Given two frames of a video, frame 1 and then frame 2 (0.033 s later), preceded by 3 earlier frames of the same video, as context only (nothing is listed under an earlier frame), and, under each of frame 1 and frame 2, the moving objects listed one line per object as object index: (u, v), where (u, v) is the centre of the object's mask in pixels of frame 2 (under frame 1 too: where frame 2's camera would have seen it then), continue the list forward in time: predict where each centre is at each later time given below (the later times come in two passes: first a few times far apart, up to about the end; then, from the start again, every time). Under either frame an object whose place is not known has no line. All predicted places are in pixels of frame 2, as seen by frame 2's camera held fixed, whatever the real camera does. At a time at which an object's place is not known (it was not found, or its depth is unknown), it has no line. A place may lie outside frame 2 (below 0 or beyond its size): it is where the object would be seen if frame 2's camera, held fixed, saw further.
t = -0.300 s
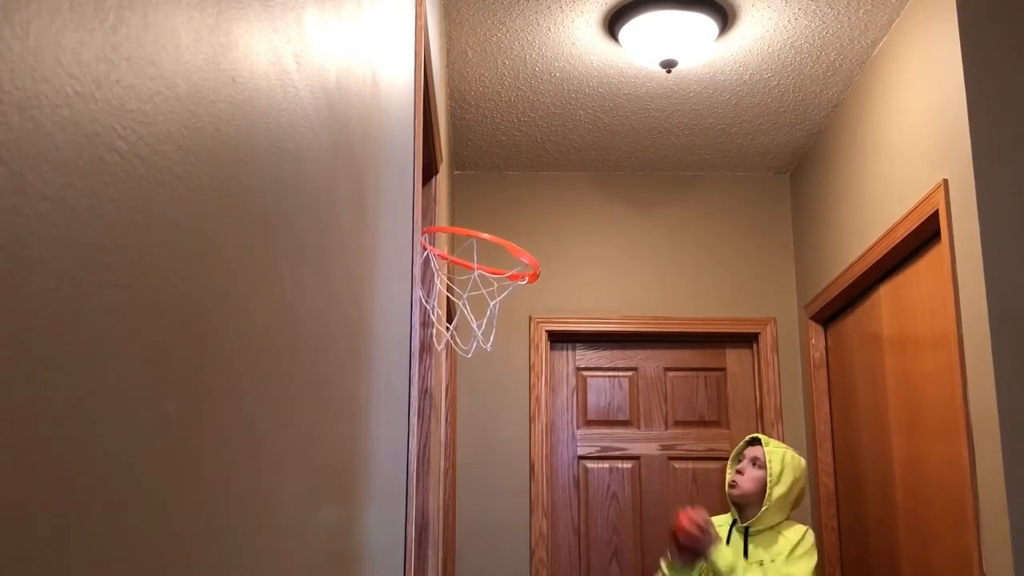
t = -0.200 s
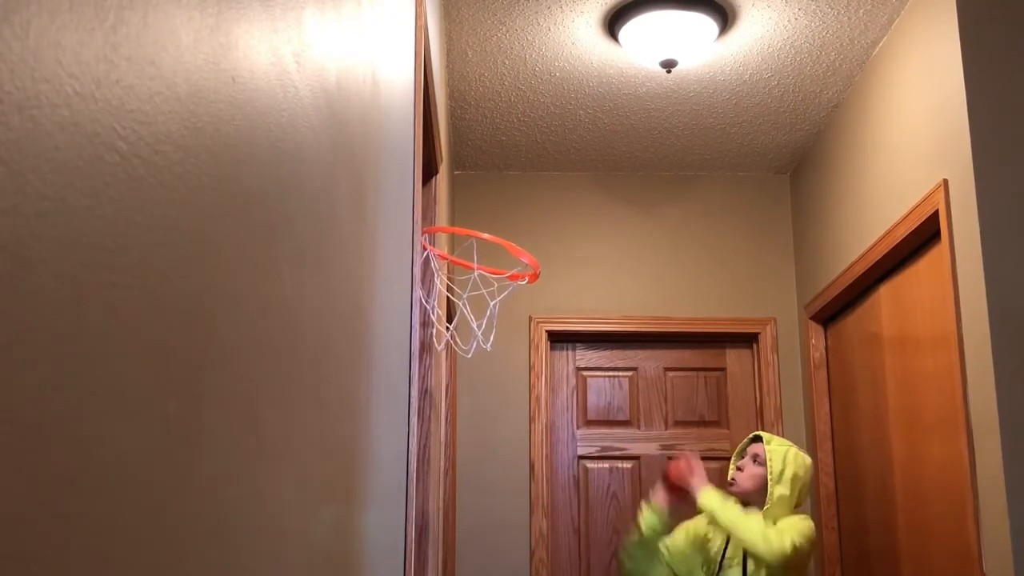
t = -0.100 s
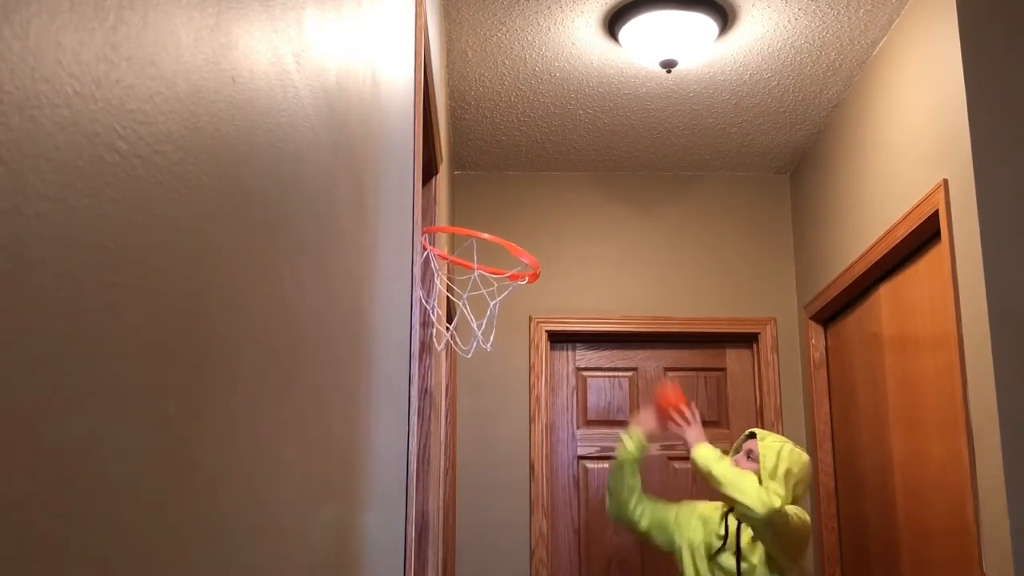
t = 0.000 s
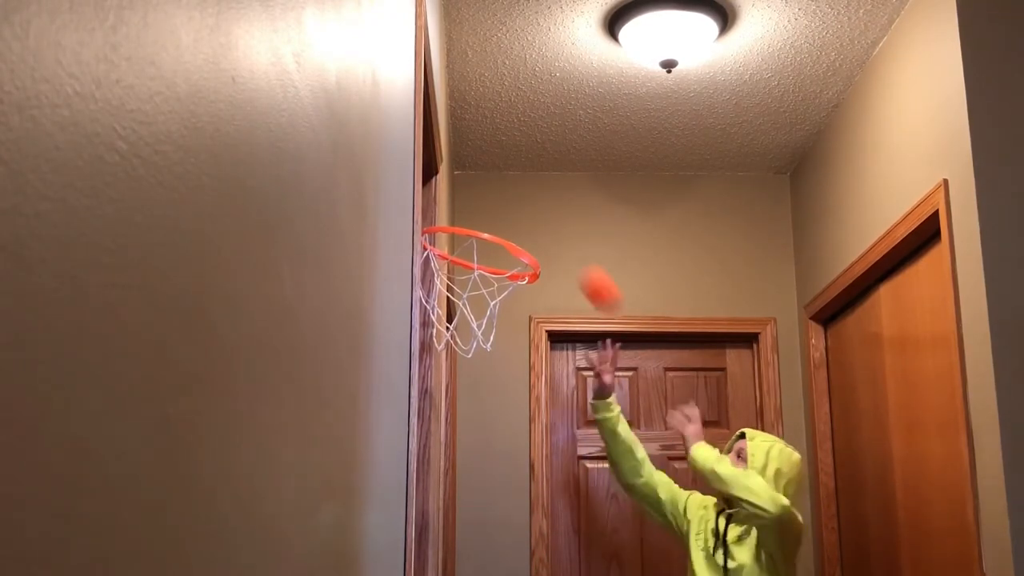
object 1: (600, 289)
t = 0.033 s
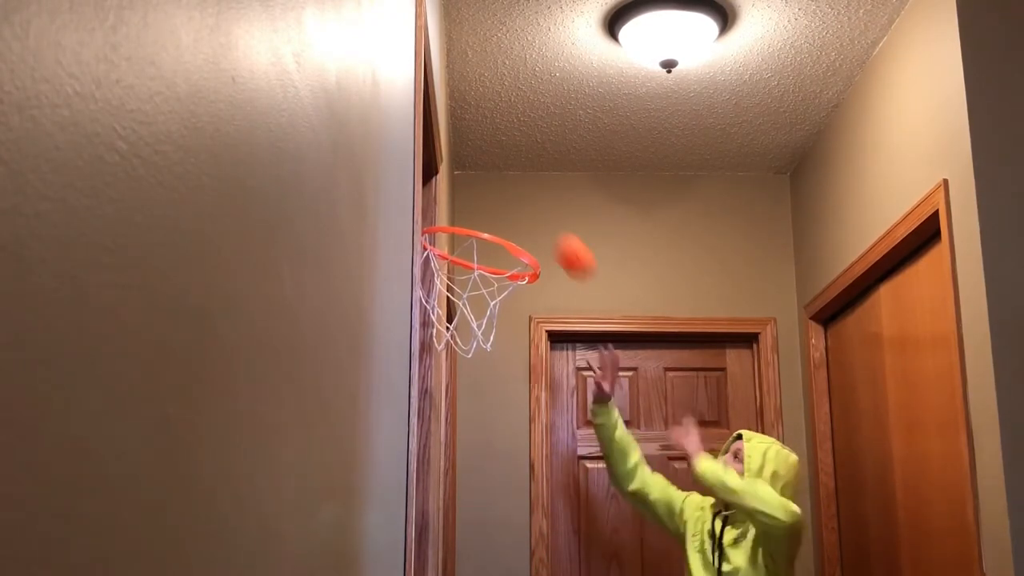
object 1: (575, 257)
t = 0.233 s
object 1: (483, 147)
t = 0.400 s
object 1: (579, 190)
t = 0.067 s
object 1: (549, 227)
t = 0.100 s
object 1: (523, 201)
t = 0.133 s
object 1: (498, 180)
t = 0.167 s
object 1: (472, 160)
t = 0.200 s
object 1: (466, 149)
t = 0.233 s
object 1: (483, 147)
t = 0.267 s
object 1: (501, 148)
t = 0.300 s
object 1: (521, 153)
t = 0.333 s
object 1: (540, 162)
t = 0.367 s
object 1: (559, 174)
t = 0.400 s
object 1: (579, 190)
